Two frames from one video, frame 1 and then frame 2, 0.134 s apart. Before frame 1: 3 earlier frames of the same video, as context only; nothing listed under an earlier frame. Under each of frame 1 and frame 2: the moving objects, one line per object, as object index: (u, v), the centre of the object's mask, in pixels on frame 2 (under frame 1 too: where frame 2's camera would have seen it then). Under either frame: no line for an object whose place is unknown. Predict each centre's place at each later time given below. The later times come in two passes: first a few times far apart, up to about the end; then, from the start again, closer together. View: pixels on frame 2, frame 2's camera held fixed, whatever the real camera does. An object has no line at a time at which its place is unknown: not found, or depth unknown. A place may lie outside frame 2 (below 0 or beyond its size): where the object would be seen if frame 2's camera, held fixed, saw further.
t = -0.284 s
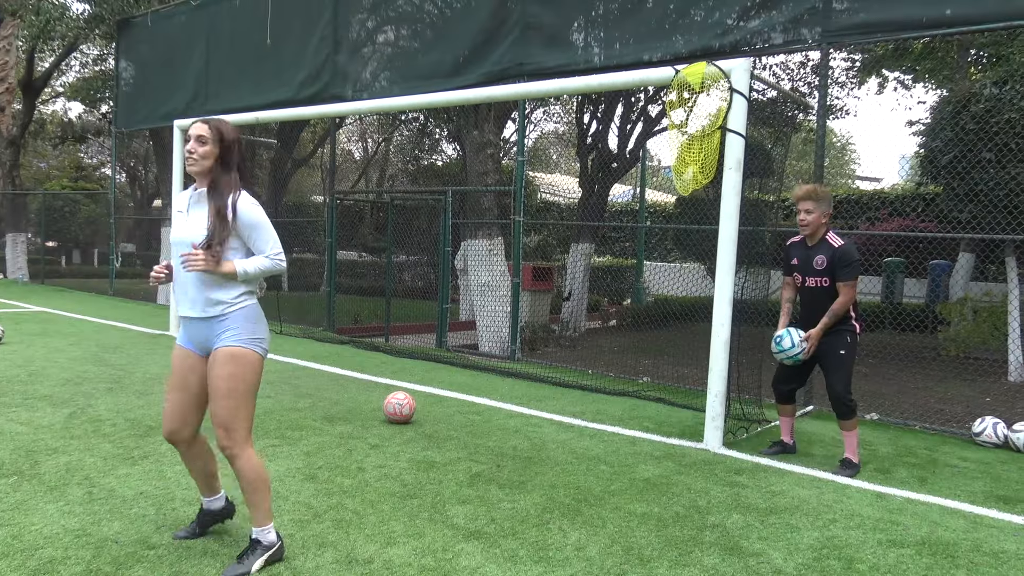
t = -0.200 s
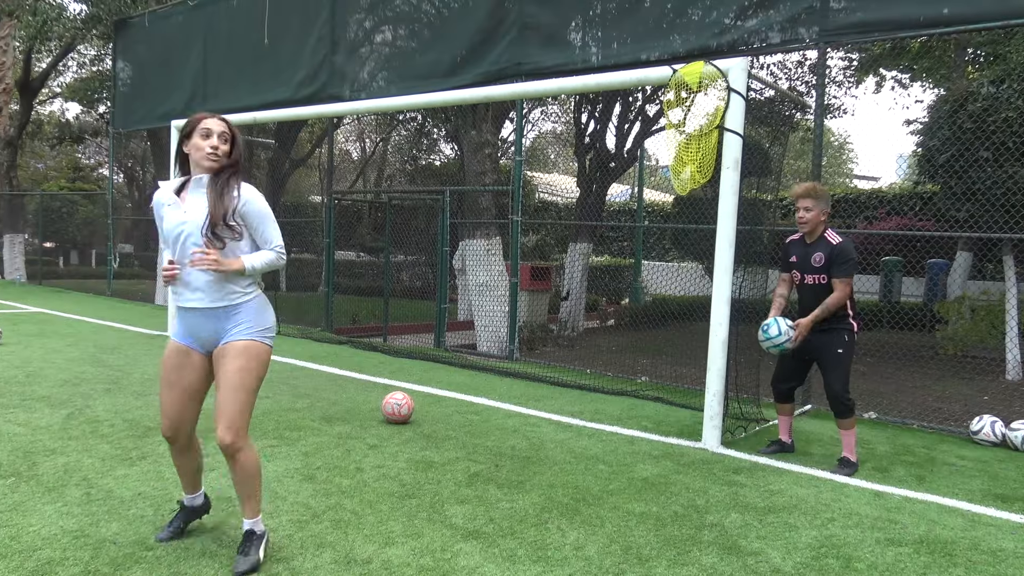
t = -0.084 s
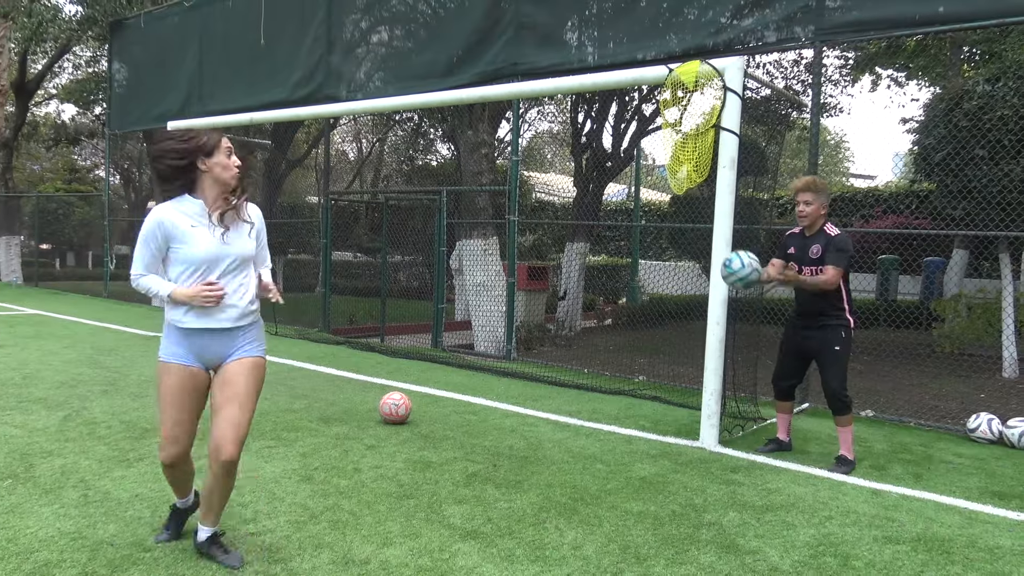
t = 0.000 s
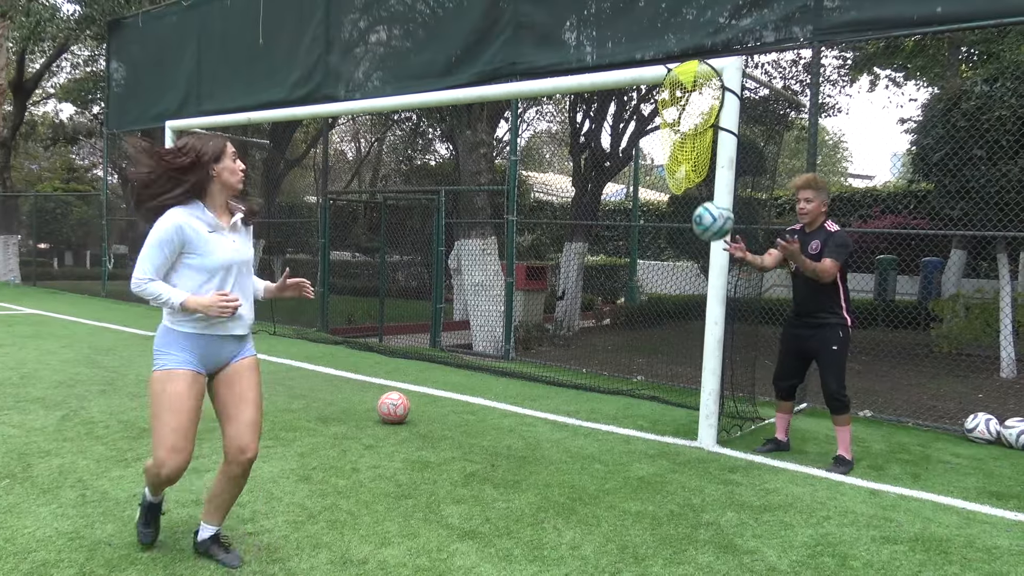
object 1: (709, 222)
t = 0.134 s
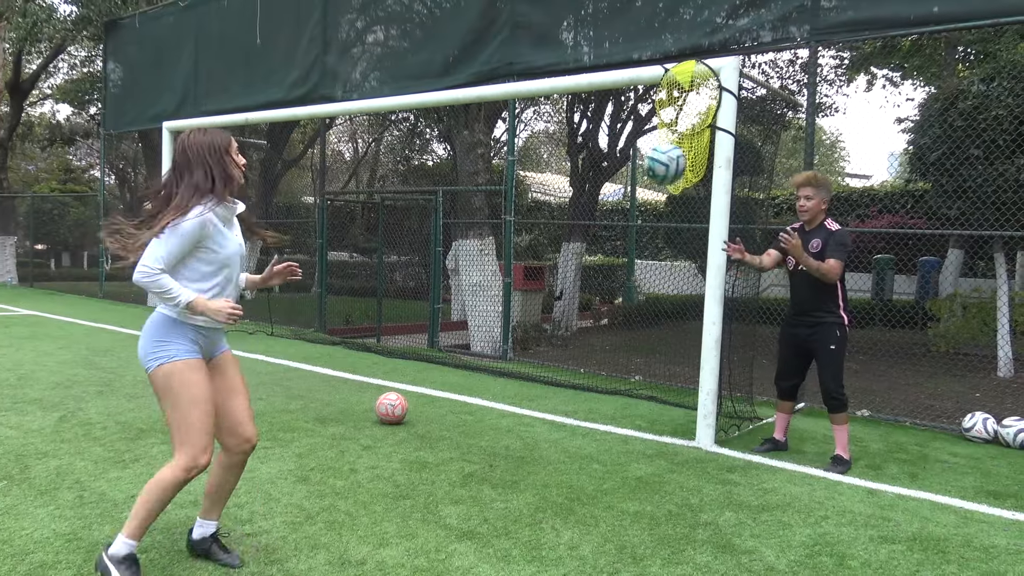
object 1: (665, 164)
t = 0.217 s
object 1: (632, 143)
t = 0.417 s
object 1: (546, 148)
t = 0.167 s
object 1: (652, 154)
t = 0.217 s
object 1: (632, 143)
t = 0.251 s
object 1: (619, 138)
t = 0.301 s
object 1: (598, 135)
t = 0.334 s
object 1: (584, 136)
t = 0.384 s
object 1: (562, 141)
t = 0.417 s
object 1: (546, 148)
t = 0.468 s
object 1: (522, 162)
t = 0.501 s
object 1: (506, 176)
